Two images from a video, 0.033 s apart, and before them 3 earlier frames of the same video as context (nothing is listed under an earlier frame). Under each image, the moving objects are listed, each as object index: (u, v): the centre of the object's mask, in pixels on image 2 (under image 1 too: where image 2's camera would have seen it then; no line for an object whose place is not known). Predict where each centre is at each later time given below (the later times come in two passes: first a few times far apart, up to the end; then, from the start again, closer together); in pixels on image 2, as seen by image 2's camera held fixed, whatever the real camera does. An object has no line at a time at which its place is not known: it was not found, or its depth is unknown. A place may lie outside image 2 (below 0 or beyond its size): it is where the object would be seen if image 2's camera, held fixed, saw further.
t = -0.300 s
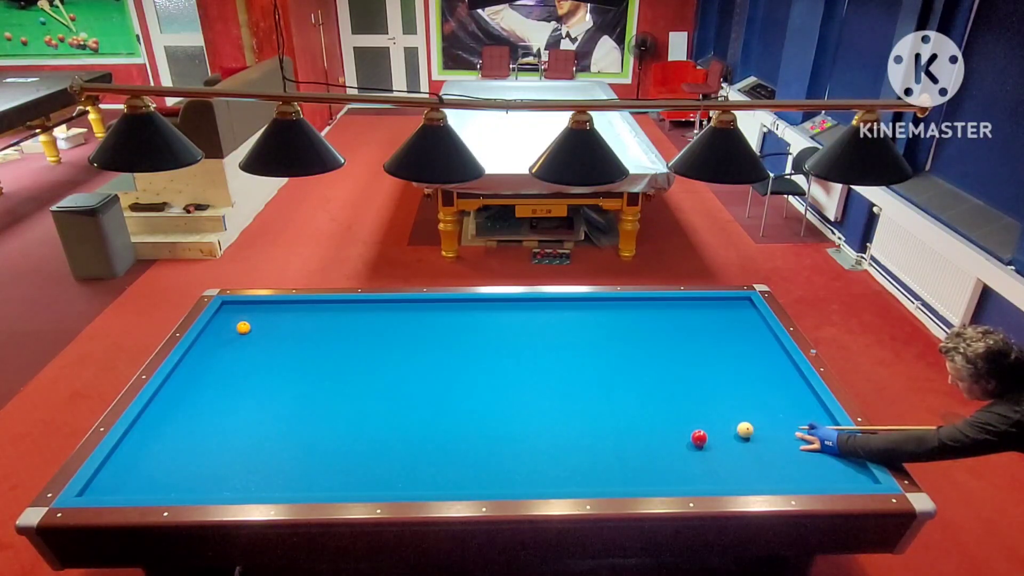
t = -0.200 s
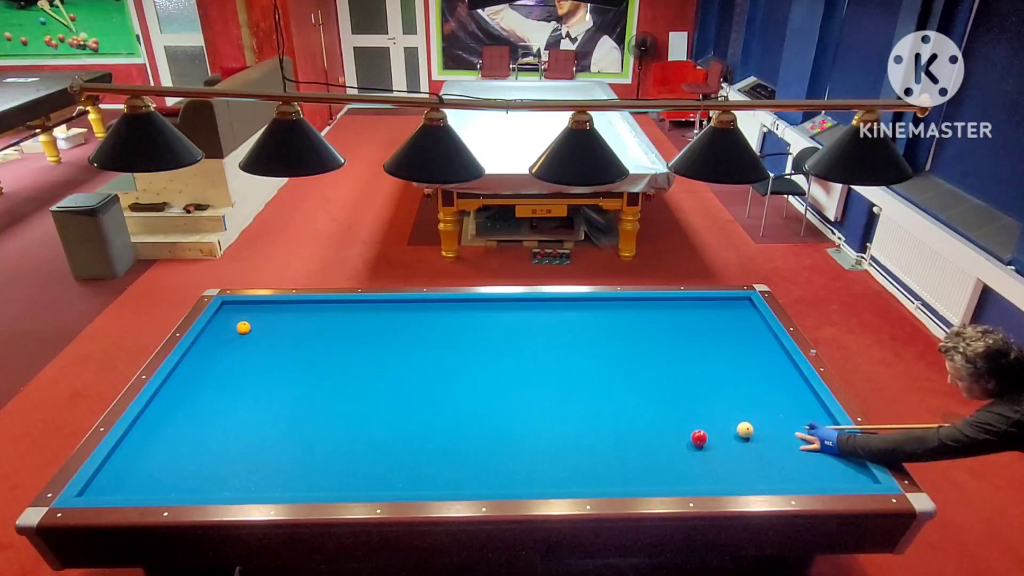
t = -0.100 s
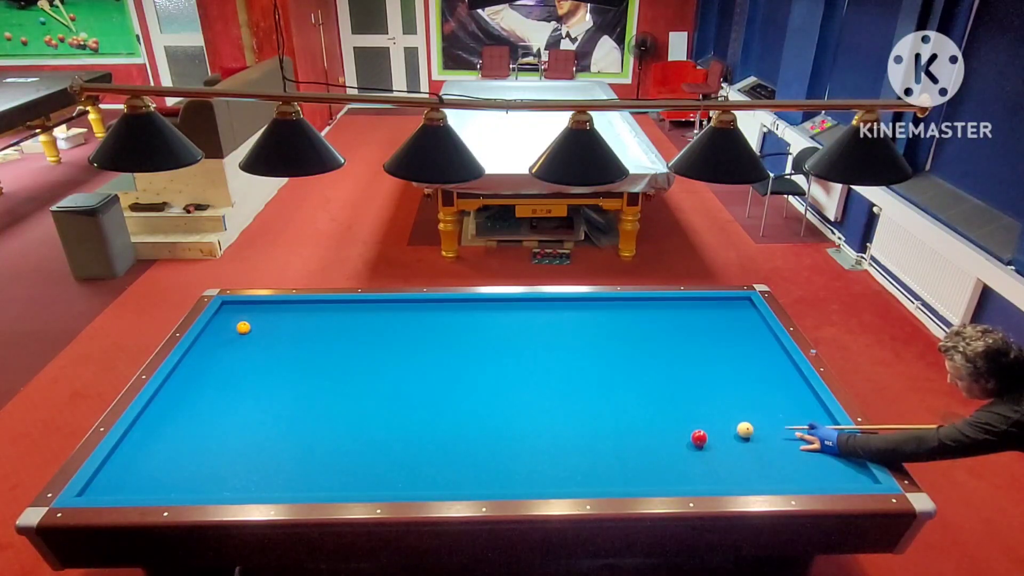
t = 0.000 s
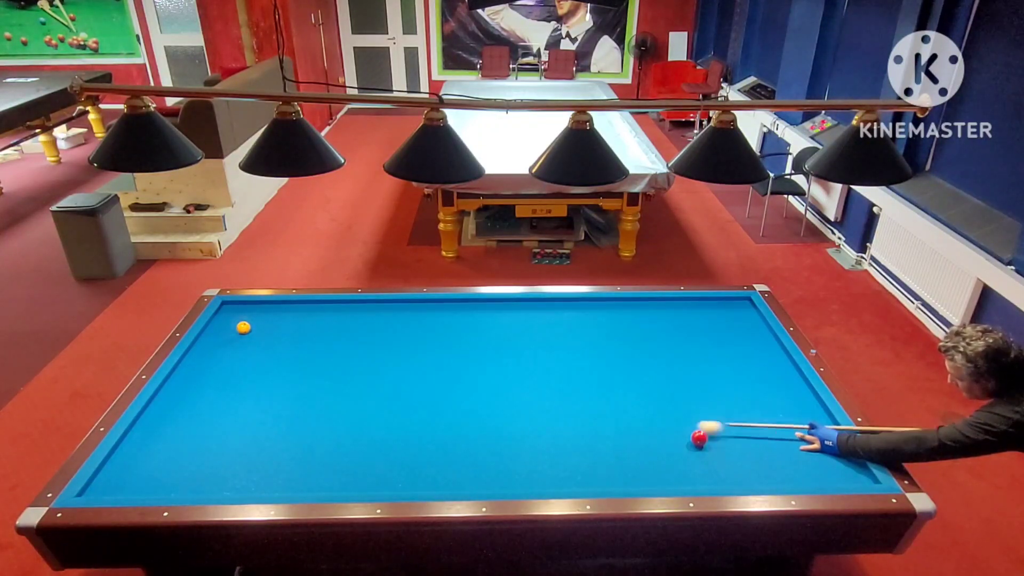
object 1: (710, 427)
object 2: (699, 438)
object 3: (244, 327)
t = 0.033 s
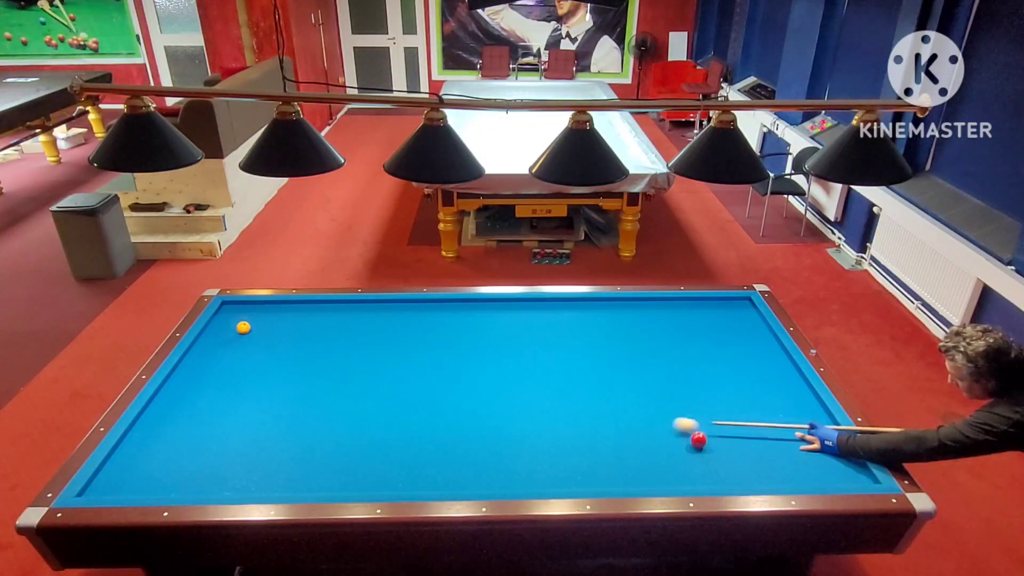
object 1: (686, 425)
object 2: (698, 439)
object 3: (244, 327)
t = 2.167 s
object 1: (571, 332)
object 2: (613, 426)
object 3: (243, 328)
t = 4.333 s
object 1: (647, 476)
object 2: (556, 383)
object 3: (243, 327)
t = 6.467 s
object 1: (382, 379)
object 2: (535, 365)
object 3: (244, 327)
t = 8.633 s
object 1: (247, 328)
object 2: (534, 364)
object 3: (225, 322)
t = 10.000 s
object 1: (238, 326)
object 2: (534, 364)
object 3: (241, 312)
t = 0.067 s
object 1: (662, 421)
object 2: (698, 443)
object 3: (244, 327)
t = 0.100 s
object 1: (639, 417)
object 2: (697, 446)
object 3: (244, 327)
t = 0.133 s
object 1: (617, 414)
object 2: (696, 448)
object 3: (244, 327)
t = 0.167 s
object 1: (596, 411)
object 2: (695, 450)
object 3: (244, 327)
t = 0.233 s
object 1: (553, 405)
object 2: (694, 455)
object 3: (244, 327)
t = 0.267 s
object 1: (532, 402)
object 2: (693, 458)
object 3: (244, 327)
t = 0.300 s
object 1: (511, 399)
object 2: (693, 460)
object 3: (244, 327)
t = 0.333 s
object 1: (491, 396)
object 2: (692, 462)
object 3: (244, 327)
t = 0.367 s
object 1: (471, 393)
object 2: (691, 465)
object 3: (244, 327)
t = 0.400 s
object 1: (450, 390)
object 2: (690, 468)
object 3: (244, 327)
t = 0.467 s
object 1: (412, 384)
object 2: (689, 473)
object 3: (244, 327)
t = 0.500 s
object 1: (392, 381)
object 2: (688, 475)
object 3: (244, 327)
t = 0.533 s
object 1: (374, 378)
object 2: (687, 478)
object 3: (244, 327)
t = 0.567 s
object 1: (355, 376)
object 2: (686, 479)
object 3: (244, 327)
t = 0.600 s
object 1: (337, 373)
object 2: (685, 481)
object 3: (244, 327)
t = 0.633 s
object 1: (319, 370)
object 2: (683, 479)
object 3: (244, 327)
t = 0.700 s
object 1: (283, 365)
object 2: (679, 477)
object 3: (244, 327)
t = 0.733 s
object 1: (266, 362)
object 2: (677, 476)
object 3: (244, 327)
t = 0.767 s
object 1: (249, 360)
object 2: (676, 475)
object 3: (244, 327)
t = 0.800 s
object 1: (232, 357)
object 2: (674, 473)
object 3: (244, 328)
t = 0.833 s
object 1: (215, 355)
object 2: (672, 471)
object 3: (243, 327)
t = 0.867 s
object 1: (198, 352)
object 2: (670, 470)
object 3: (244, 328)
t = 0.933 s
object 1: (215, 346)
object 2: (666, 468)
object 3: (244, 327)
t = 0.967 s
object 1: (232, 342)
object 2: (665, 466)
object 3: (244, 328)
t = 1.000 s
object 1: (248, 339)
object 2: (663, 465)
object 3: (243, 327)
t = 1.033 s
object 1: (263, 336)
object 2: (661, 463)
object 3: (243, 327)
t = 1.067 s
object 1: (278, 333)
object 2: (660, 462)
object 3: (244, 327)
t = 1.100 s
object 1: (292, 330)
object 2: (658, 461)
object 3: (244, 327)
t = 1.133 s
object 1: (306, 327)
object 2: (656, 460)
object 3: (244, 327)
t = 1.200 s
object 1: (330, 321)
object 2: (653, 457)
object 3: (244, 327)
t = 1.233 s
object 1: (342, 318)
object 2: (652, 456)
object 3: (244, 327)
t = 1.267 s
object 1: (352, 315)
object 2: (650, 454)
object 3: (244, 327)
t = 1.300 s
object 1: (362, 313)
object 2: (648, 453)
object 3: (244, 327)
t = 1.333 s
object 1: (372, 310)
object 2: (647, 452)
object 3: (244, 327)
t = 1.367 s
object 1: (382, 308)
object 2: (645, 451)
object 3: (244, 327)
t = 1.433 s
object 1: (402, 303)
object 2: (642, 449)
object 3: (244, 327)
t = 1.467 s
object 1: (409, 303)
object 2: (641, 447)
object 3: (244, 327)
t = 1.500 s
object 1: (417, 304)
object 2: (639, 446)
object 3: (244, 327)
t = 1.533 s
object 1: (424, 306)
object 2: (638, 445)
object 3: (244, 327)
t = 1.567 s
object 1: (431, 307)
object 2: (636, 444)
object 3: (244, 327)
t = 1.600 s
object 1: (438, 309)
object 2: (635, 443)
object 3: (244, 327)
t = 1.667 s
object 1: (453, 311)
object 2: (632, 441)
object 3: (244, 327)
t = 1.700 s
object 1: (461, 313)
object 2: (631, 439)
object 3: (244, 327)
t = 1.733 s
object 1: (468, 314)
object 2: (629, 438)
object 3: (243, 327)
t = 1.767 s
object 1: (476, 315)
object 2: (628, 437)
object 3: (243, 327)
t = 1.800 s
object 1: (484, 317)
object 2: (627, 436)
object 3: (244, 327)
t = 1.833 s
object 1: (491, 318)
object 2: (625, 435)
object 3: (243, 327)
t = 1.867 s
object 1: (499, 319)
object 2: (624, 434)
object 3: (243, 327)
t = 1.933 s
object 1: (515, 322)
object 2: (622, 432)
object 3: (243, 327)
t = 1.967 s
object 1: (523, 323)
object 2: (620, 431)
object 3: (243, 328)
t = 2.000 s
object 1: (531, 325)
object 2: (619, 430)
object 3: (243, 328)
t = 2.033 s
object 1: (538, 326)
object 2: (618, 429)
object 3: (243, 327)
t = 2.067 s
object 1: (546, 328)
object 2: (617, 428)
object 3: (243, 327)
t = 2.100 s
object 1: (555, 329)
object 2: (616, 427)
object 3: (244, 327)
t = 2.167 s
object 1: (571, 332)
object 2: (613, 426)
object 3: (243, 328)
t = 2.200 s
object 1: (579, 333)
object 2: (612, 425)
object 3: (243, 328)
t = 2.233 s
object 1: (587, 335)
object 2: (611, 423)
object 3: (244, 327)
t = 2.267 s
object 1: (595, 336)
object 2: (609, 423)
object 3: (244, 327)
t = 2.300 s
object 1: (603, 337)
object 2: (608, 422)
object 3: (243, 327)
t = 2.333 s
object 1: (612, 339)
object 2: (607, 421)
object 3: (244, 327)
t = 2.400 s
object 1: (629, 342)
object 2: (605, 419)
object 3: (243, 328)
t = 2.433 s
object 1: (637, 343)
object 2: (604, 418)
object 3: (243, 328)
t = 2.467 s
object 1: (645, 345)
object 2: (602, 417)
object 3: (243, 327)
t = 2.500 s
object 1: (654, 346)
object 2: (601, 417)
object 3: (244, 327)
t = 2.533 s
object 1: (662, 348)
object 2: (600, 416)
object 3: (243, 327)
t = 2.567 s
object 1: (671, 349)
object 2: (599, 415)
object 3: (243, 327)
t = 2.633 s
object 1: (688, 353)
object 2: (597, 413)
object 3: (243, 327)
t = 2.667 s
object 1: (697, 354)
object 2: (596, 413)
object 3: (243, 327)
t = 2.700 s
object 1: (706, 356)
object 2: (595, 412)
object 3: (243, 327)
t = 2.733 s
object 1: (715, 357)
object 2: (594, 411)
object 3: (243, 327)
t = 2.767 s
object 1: (724, 358)
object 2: (593, 410)
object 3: (243, 327)
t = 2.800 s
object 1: (733, 360)
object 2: (592, 409)
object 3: (244, 327)
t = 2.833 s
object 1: (742, 362)
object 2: (590, 409)
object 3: (244, 327)
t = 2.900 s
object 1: (760, 365)
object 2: (589, 407)
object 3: (243, 327)
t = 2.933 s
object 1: (769, 367)
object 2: (588, 407)
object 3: (244, 327)
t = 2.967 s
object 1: (778, 368)
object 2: (587, 406)
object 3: (244, 327)
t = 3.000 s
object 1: (787, 370)
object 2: (586, 405)
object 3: (244, 327)
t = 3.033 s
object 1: (796, 372)
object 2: (585, 405)
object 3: (243, 327)
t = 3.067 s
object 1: (793, 374)
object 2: (584, 404)
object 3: (244, 327)
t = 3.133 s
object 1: (784, 380)
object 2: (582, 403)
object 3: (244, 327)
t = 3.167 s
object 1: (780, 382)
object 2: (581, 402)
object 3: (244, 327)
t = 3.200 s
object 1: (777, 385)
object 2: (580, 401)
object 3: (244, 327)
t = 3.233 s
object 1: (774, 388)
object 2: (579, 400)
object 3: (244, 327)
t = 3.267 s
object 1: (771, 390)
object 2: (579, 400)
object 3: (244, 327)
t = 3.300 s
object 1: (768, 393)
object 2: (578, 399)
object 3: (244, 327)
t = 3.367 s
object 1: (761, 399)
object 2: (576, 398)
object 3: (244, 327)
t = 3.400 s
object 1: (758, 402)
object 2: (575, 397)
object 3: (244, 327)
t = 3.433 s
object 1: (755, 405)
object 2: (574, 396)
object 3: (244, 327)
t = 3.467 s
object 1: (751, 407)
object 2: (573, 396)
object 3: (244, 327)
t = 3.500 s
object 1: (748, 411)
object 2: (573, 395)
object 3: (244, 327)
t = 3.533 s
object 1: (745, 414)
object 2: (572, 394)
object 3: (244, 327)
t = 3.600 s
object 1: (738, 420)
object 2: (570, 394)
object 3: (243, 327)
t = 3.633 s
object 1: (735, 422)
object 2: (569, 393)
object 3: (244, 327)
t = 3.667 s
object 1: (731, 426)
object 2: (569, 392)
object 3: (244, 327)
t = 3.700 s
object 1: (727, 429)
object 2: (568, 392)
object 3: (243, 327)
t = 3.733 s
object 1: (724, 432)
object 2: (567, 391)
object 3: (243, 327)
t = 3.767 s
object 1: (720, 435)
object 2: (567, 391)
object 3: (243, 327)
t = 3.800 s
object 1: (716, 438)
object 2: (566, 390)
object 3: (243, 327)
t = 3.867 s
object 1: (709, 445)
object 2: (564, 389)
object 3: (243, 327)
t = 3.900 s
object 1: (705, 448)
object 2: (564, 389)
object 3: (243, 327)
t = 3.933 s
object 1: (701, 452)
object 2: (563, 388)
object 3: (243, 327)
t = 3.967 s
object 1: (697, 455)
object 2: (562, 388)
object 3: (243, 327)
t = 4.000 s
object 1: (693, 459)
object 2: (562, 387)
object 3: (243, 327)
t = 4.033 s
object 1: (689, 462)
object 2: (561, 387)
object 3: (243, 327)
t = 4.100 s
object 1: (681, 469)
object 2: (560, 386)
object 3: (243, 327)
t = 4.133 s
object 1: (677, 473)
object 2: (559, 385)
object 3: (243, 327)
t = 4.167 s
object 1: (673, 476)
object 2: (559, 385)
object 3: (243, 327)
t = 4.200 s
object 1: (669, 479)
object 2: (558, 385)
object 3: (243, 327)
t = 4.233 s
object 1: (664, 481)
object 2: (557, 384)
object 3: (243, 327)
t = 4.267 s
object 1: (658, 479)
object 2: (557, 384)
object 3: (243, 327)
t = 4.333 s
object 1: (647, 476)
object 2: (556, 383)
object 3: (243, 327)
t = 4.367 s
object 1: (642, 474)
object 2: (555, 382)
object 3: (243, 327)
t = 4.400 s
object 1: (636, 471)
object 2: (555, 382)
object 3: (243, 327)
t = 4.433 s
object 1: (631, 469)
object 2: (554, 382)
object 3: (243, 327)
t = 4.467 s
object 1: (626, 468)
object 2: (554, 381)
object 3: (243, 327)
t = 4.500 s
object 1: (621, 466)
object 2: (553, 381)
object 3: (243, 327)
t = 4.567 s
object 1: (610, 462)
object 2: (552, 380)
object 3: (243, 327)
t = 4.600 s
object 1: (605, 460)
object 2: (551, 379)
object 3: (243, 327)
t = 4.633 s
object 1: (600, 458)
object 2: (551, 379)
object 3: (243, 327)
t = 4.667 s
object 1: (595, 457)
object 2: (550, 379)
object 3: (243, 327)
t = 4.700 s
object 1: (590, 455)
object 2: (550, 378)
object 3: (243, 327)
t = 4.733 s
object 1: (585, 453)
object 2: (550, 378)
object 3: (243, 327)
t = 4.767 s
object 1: (581, 451)
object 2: (549, 377)
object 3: (243, 327)
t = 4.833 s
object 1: (571, 448)
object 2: (548, 377)
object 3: (243, 327)
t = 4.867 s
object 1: (566, 446)
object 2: (548, 376)
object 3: (243, 327)
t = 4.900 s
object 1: (562, 444)
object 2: (547, 376)
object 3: (243, 327)
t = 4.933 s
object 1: (557, 443)
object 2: (547, 376)
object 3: (243, 327)
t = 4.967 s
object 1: (552, 441)
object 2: (547, 375)
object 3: (243, 327)
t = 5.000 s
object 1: (548, 439)
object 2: (546, 375)
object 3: (243, 327)
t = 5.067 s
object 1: (539, 436)
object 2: (545, 374)
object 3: (243, 327)
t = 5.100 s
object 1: (534, 435)
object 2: (545, 374)
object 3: (243, 327)
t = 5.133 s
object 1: (530, 433)
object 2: (545, 374)
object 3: (243, 327)
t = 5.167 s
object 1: (526, 431)
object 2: (544, 373)
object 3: (243, 327)
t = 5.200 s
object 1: (522, 430)
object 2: (544, 373)
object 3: (243, 328)
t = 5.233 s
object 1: (517, 428)
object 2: (544, 373)
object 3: (243, 328)
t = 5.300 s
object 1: (509, 425)
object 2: (543, 372)
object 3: (243, 328)
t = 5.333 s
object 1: (505, 423)
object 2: (543, 372)
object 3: (243, 328)
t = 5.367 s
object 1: (500, 422)
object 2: (542, 372)
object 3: (243, 328)
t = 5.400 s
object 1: (496, 421)
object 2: (542, 371)
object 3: (244, 328)
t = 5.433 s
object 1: (492, 419)
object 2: (542, 371)
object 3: (244, 328)
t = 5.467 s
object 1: (488, 418)
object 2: (541, 371)
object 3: (244, 328)
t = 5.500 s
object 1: (484, 416)
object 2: (541, 370)
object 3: (244, 328)
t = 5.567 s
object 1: (476, 413)
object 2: (541, 370)
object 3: (244, 328)
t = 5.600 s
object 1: (472, 412)
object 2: (540, 370)
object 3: (244, 328)
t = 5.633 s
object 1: (469, 411)
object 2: (540, 369)
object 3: (244, 328)
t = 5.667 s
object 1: (465, 409)
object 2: (540, 369)
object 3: (244, 328)
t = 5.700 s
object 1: (461, 408)
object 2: (540, 369)
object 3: (243, 328)
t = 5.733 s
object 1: (457, 406)
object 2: (539, 369)
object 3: (243, 328)
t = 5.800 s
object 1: (450, 404)
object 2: (539, 368)
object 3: (244, 327)
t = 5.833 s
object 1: (446, 402)
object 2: (539, 368)
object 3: (244, 327)
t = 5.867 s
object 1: (443, 401)
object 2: (538, 368)
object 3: (244, 327)
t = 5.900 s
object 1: (439, 400)
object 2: (538, 368)
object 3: (244, 327)
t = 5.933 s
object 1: (436, 398)
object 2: (538, 367)
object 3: (244, 327)
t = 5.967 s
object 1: (432, 397)
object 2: (538, 367)
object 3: (244, 327)
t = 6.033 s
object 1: (425, 395)
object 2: (537, 367)
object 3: (244, 327)
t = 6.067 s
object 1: (422, 393)
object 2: (537, 367)
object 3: (244, 327)
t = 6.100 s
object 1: (418, 392)
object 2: (537, 367)
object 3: (244, 327)
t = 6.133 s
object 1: (415, 391)
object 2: (537, 367)
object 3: (244, 327)
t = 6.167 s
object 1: (412, 389)
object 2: (537, 366)
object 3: (244, 327)
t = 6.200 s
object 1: (408, 388)
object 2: (537, 366)
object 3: (244, 327)
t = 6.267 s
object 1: (402, 386)
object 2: (536, 366)
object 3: (244, 327)
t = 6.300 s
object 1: (398, 385)
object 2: (536, 366)
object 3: (244, 327)
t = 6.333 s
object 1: (395, 383)
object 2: (536, 366)
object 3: (244, 327)
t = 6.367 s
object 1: (392, 382)
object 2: (536, 366)
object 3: (244, 327)
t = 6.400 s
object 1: (389, 381)
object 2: (536, 366)
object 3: (244, 327)
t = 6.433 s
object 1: (386, 380)
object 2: (535, 365)
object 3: (244, 327)
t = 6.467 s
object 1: (382, 379)
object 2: (535, 365)
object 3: (244, 327)
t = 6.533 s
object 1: (376, 376)
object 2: (535, 365)
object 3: (244, 327)
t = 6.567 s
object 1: (373, 375)
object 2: (535, 365)
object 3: (244, 327)
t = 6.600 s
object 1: (370, 374)
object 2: (535, 365)
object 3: (244, 327)
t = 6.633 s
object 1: (367, 373)
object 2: (535, 365)
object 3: (244, 327)
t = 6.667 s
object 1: (364, 372)
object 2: (535, 365)
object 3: (244, 327)
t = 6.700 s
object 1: (361, 371)
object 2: (535, 365)
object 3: (244, 327)
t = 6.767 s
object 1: (355, 369)
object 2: (534, 365)
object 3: (243, 327)
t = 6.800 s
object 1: (353, 368)
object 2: (534, 365)
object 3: (243, 327)
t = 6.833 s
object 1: (350, 367)
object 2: (534, 365)
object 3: (243, 327)
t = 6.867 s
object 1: (347, 366)
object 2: (534, 364)
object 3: (243, 328)
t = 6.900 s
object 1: (344, 365)
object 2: (534, 364)
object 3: (243, 328)
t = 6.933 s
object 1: (342, 363)
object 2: (534, 364)
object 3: (244, 327)
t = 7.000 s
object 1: (336, 362)
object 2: (534, 364)
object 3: (243, 327)
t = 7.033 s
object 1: (333, 361)
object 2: (534, 364)
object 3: (243, 327)
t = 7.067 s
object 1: (331, 359)
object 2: (534, 364)
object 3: (243, 327)
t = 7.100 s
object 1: (328, 358)
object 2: (534, 364)
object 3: (243, 327)
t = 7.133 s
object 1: (325, 357)
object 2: (534, 364)
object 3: (243, 327)
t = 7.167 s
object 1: (323, 356)
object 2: (534, 364)
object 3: (244, 327)
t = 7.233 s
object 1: (318, 355)
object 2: (534, 364)
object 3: (243, 327)
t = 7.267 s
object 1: (315, 354)
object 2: (534, 364)
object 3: (243, 327)
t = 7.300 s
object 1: (312, 352)
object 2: (534, 364)
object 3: (243, 327)
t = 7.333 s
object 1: (310, 352)
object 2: (534, 364)
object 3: (243, 327)
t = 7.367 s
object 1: (307, 351)
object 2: (534, 364)
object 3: (244, 327)
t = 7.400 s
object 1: (305, 350)
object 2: (534, 364)
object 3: (244, 327)
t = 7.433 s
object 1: (302, 349)
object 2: (534, 364)
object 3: (244, 327)
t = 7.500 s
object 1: (297, 347)
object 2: (534, 364)
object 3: (244, 328)
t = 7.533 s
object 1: (295, 346)
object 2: (534, 364)
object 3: (244, 328)
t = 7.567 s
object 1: (293, 345)
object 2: (534, 364)
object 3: (244, 327)
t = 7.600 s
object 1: (290, 344)
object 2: (534, 364)
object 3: (244, 327)
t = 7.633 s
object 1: (288, 343)
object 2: (534, 364)
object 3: (244, 327)
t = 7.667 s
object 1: (285, 343)
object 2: (534, 364)
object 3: (244, 327)
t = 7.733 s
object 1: (281, 341)
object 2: (534, 364)
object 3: (243, 327)
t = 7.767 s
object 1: (278, 340)
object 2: (534, 364)
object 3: (243, 327)
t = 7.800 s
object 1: (276, 339)
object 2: (534, 364)
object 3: (243, 327)
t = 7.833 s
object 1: (274, 338)
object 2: (534, 364)
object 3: (243, 327)
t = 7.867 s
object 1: (272, 338)
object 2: (534, 364)
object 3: (243, 327)
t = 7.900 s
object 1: (269, 337)
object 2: (534, 364)
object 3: (243, 327)
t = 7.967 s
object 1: (265, 335)
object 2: (534, 364)
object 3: (243, 327)
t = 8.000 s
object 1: (263, 334)
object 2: (534, 364)
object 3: (243, 327)
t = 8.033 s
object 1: (261, 334)
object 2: (534, 364)
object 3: (243, 327)
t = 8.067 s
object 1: (258, 333)
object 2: (534, 364)
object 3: (243, 327)
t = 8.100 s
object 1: (256, 332)
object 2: (534, 364)
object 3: (243, 327)
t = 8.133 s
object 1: (254, 332)
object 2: (534, 364)
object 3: (243, 327)
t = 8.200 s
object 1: (252, 331)
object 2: (534, 364)
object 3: (241, 327)
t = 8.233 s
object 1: (251, 330)
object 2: (534, 364)
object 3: (240, 326)
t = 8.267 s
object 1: (251, 330)
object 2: (534, 364)
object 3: (238, 326)
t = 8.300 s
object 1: (250, 330)
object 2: (534, 364)
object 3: (237, 326)
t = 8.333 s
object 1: (250, 330)
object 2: (534, 364)
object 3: (236, 325)
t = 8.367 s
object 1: (250, 330)
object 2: (534, 364)
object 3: (235, 325)
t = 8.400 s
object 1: (249, 330)
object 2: (534, 364)
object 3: (233, 324)
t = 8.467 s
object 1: (249, 329)
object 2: (534, 364)
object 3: (231, 324)
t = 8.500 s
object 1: (248, 329)
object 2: (534, 364)
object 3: (230, 323)
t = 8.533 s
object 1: (248, 329)
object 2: (534, 364)
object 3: (228, 323)
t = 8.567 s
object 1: (247, 329)
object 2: (534, 364)
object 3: (227, 322)
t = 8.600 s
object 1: (247, 329)
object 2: (534, 364)
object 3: (226, 322)
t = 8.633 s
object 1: (247, 328)
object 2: (534, 364)
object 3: (225, 322)
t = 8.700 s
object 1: (246, 328)
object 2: (534, 364)
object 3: (222, 321)
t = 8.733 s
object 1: (246, 328)
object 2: (534, 364)
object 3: (221, 320)
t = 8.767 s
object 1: (246, 328)
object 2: (534, 364)
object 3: (220, 320)
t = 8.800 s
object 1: (245, 328)
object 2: (534, 364)
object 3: (219, 320)
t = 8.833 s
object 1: (245, 328)
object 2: (534, 364)
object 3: (218, 319)
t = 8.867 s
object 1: (245, 328)
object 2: (534, 364)
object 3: (216, 319)
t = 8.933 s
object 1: (244, 327)
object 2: (534, 364)
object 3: (216, 318)
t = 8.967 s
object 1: (244, 327)
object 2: (534, 364)
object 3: (217, 318)
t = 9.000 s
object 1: (244, 327)
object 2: (534, 364)
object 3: (218, 318)
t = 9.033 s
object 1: (244, 327)
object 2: (534, 364)
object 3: (219, 318)
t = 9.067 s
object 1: (243, 327)
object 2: (534, 364)
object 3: (220, 317)
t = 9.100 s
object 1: (243, 327)
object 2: (534, 364)
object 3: (221, 317)
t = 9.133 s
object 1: (243, 327)
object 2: (534, 364)
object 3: (222, 317)
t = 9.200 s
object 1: (242, 327)
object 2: (534, 364)
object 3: (223, 316)
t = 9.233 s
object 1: (242, 326)
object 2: (534, 364)
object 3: (224, 316)
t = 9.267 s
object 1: (242, 326)
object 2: (534, 364)
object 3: (225, 316)
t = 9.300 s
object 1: (242, 326)
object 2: (534, 364)
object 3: (226, 316)
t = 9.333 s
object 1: (241, 326)
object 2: (534, 364)
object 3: (227, 315)
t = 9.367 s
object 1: (241, 326)
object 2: (534, 364)
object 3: (228, 315)
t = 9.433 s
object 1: (240, 326)
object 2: (534, 364)
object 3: (229, 315)
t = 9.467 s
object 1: (240, 326)
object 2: (534, 364)
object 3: (230, 314)
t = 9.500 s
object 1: (240, 326)
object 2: (534, 364)
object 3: (231, 314)
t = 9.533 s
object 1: (240, 326)
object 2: (534, 364)
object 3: (232, 314)
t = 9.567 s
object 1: (240, 326)
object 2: (534, 364)
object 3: (232, 314)
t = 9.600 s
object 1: (239, 326)
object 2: (534, 364)
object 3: (233, 314)
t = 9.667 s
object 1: (239, 326)
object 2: (534, 364)
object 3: (235, 313)
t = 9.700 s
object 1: (239, 326)
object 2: (534, 364)
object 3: (235, 313)
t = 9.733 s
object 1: (239, 326)
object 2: (534, 364)
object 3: (236, 313)
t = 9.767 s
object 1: (238, 326)
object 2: (534, 364)
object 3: (237, 313)
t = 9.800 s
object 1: (238, 326)
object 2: (534, 364)
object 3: (237, 313)
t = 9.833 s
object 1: (238, 326)
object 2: (534, 364)
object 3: (238, 313)
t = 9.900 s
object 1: (238, 326)
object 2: (534, 364)
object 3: (239, 312)
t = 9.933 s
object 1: (238, 326)
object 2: (534, 364)
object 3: (240, 312)
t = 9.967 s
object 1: (238, 326)
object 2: (534, 364)
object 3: (240, 312)
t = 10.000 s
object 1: (238, 326)
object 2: (534, 364)
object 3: (241, 312)
